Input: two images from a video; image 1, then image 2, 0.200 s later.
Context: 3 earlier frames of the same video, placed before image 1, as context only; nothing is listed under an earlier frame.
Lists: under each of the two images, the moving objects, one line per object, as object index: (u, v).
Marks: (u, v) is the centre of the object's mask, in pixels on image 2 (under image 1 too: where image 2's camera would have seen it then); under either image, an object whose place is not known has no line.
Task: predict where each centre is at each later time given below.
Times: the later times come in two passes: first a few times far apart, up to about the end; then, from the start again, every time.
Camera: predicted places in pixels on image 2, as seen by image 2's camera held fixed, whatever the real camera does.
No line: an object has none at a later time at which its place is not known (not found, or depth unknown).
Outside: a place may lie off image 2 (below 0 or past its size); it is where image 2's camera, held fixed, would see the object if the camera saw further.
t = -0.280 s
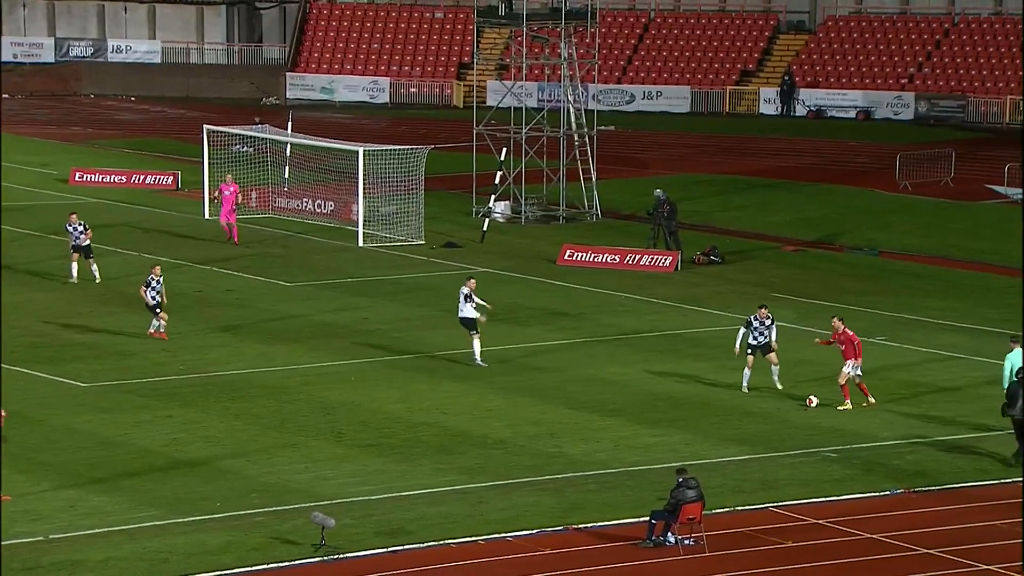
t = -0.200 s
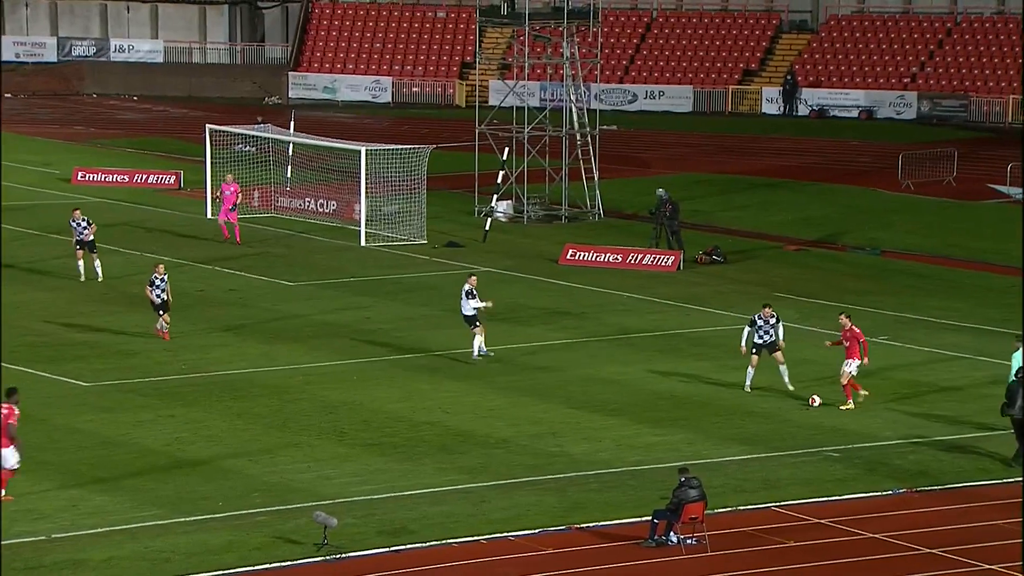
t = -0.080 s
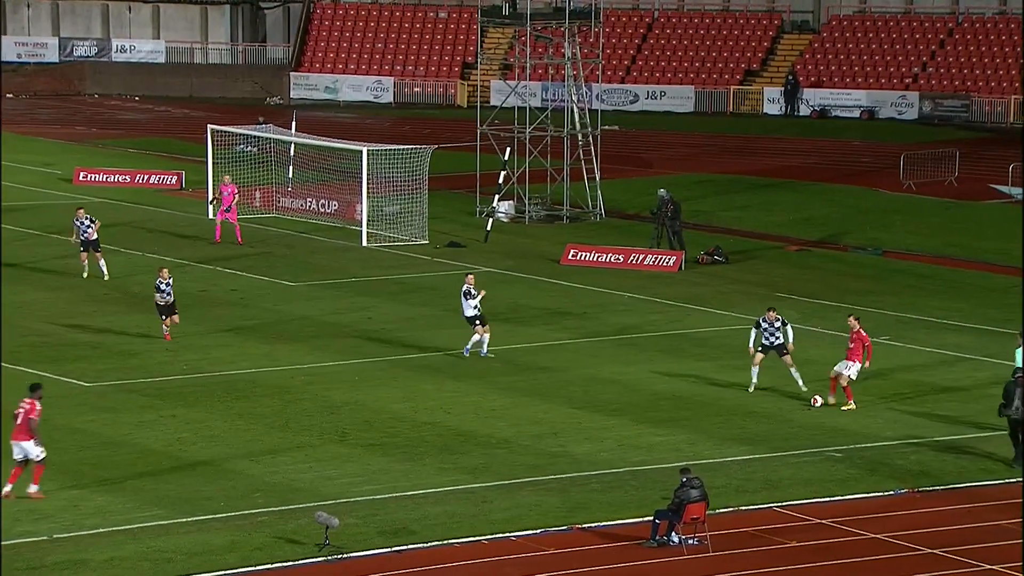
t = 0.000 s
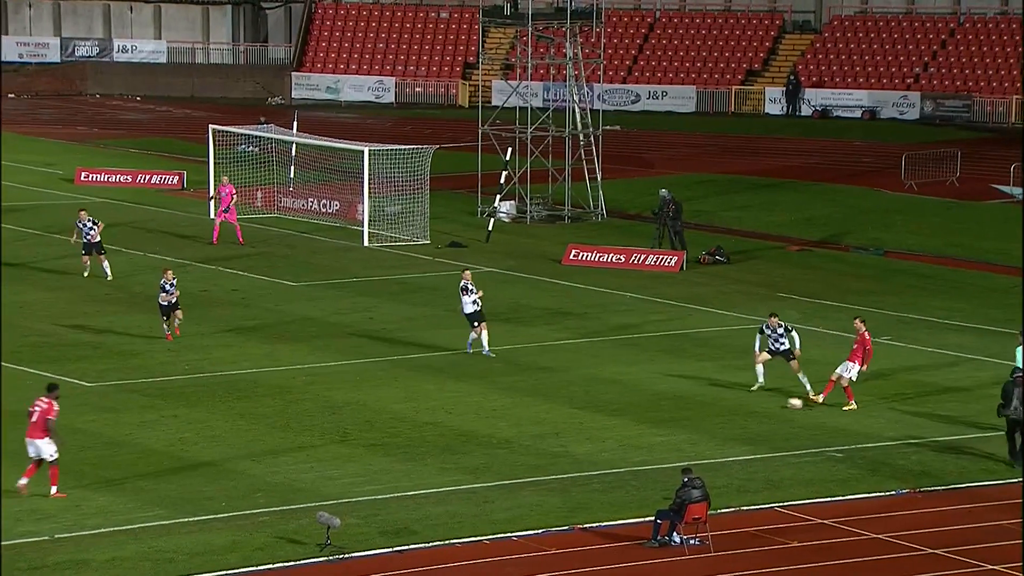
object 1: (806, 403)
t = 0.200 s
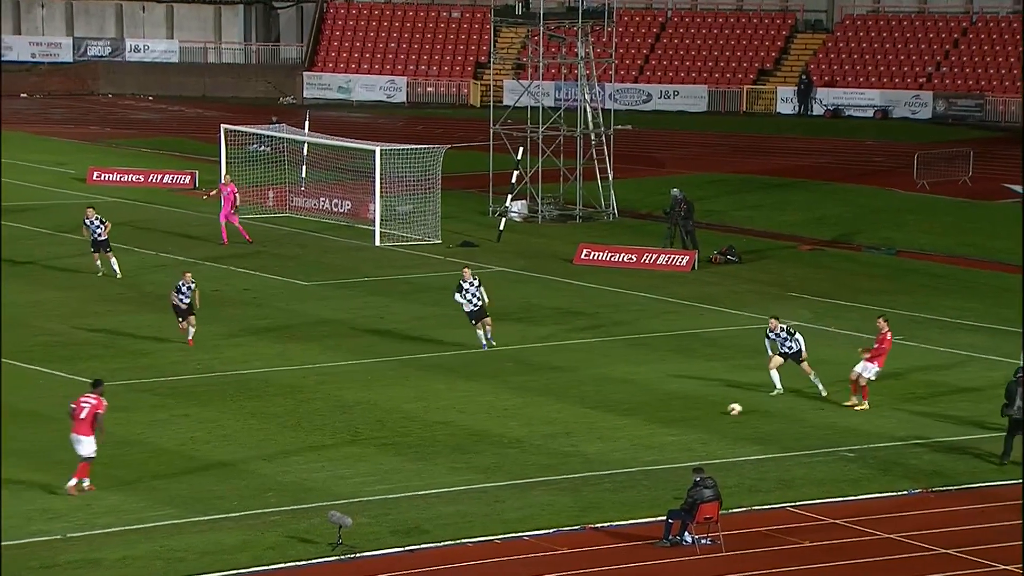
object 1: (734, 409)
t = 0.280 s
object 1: (709, 411)
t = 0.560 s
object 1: (634, 417)
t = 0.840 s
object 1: (569, 423)
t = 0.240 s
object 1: (722, 409)
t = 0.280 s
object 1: (709, 411)
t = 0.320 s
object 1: (697, 412)
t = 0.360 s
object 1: (685, 413)
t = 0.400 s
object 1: (674, 414)
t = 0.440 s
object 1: (663, 415)
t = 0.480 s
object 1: (654, 416)
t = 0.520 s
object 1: (644, 417)
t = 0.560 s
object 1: (634, 417)
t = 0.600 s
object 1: (625, 418)
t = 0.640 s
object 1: (615, 419)
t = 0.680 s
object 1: (606, 420)
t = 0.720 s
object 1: (596, 421)
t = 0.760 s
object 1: (587, 421)
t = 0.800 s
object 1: (578, 422)
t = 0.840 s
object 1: (569, 423)
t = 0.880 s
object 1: (560, 423)
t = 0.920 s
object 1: (551, 424)
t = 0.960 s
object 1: (542, 425)
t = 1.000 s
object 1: (533, 426)
